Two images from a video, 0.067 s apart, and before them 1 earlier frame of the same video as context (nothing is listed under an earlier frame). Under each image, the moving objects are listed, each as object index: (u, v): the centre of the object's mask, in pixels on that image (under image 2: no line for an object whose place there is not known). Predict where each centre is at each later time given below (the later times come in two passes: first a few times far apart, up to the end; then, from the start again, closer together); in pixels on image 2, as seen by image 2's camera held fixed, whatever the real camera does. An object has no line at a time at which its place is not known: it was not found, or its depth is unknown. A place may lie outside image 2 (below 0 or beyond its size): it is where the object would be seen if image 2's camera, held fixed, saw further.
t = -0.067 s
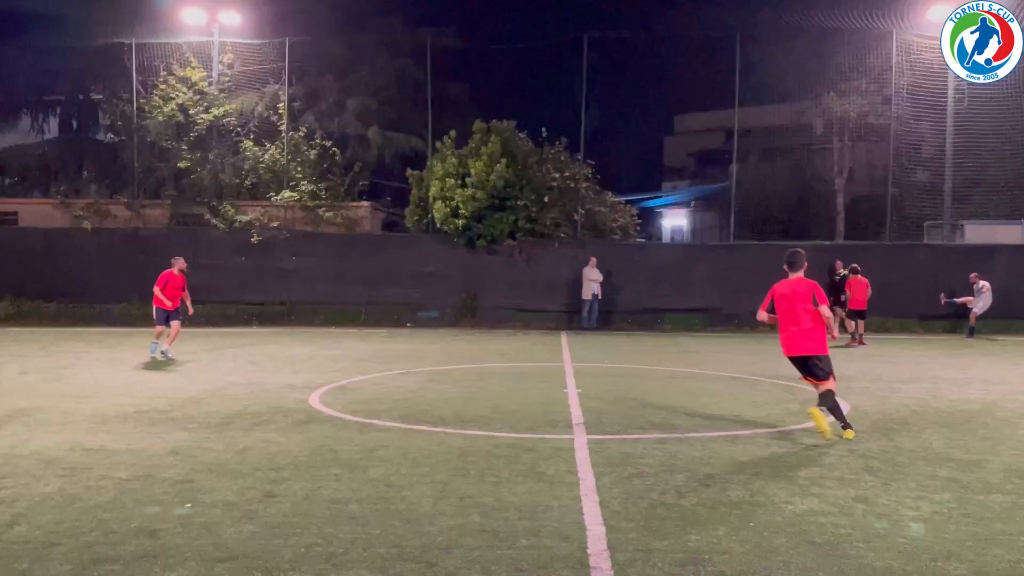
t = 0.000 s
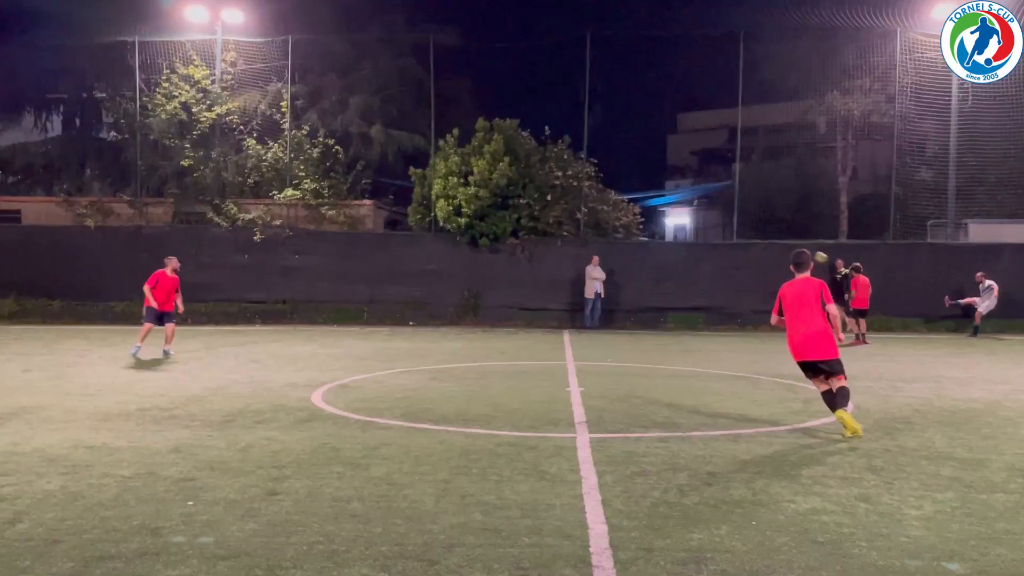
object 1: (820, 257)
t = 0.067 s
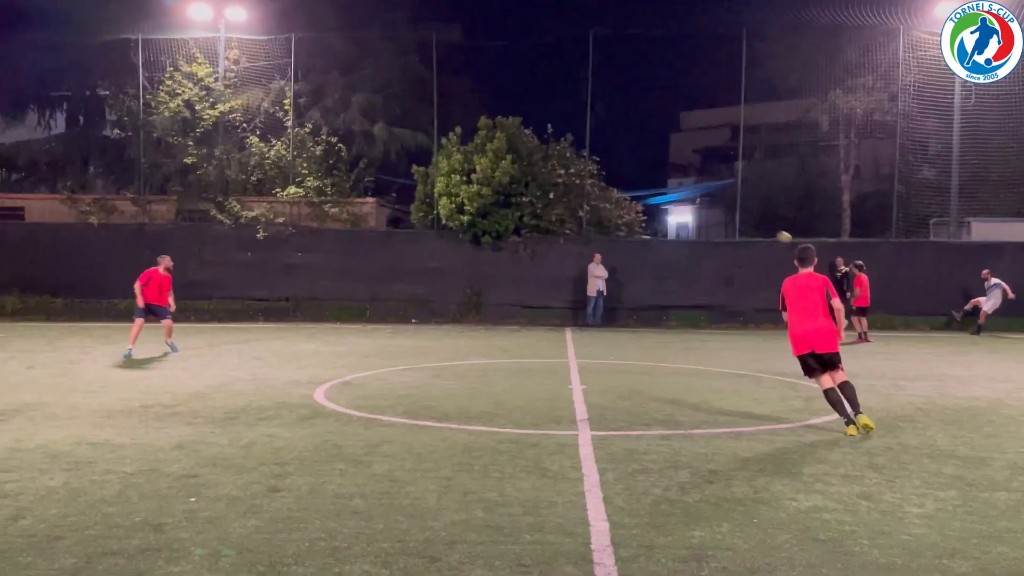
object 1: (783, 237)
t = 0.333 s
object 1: (624, 179)
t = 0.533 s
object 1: (494, 151)
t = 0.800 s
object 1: (295, 143)
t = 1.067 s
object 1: (51, 182)
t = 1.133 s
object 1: (-22, 200)
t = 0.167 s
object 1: (725, 213)
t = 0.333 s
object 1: (624, 179)
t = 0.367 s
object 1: (603, 173)
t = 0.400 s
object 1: (582, 168)
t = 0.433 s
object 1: (560, 163)
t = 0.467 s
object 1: (539, 159)
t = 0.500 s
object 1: (517, 155)
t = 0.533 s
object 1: (494, 151)
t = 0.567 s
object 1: (471, 148)
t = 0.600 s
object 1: (447, 145)
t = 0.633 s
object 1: (424, 144)
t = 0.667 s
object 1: (400, 142)
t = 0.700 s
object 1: (375, 141)
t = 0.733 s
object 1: (349, 141)
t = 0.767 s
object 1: (322, 142)
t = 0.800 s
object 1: (295, 143)
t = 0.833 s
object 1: (267, 144)
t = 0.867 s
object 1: (239, 148)
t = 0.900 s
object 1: (210, 152)
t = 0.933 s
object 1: (180, 156)
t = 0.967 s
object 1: (149, 161)
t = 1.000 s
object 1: (117, 167)
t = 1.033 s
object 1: (84, 174)
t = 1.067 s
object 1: (51, 182)
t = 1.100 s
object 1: (15, 190)
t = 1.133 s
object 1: (-22, 200)
